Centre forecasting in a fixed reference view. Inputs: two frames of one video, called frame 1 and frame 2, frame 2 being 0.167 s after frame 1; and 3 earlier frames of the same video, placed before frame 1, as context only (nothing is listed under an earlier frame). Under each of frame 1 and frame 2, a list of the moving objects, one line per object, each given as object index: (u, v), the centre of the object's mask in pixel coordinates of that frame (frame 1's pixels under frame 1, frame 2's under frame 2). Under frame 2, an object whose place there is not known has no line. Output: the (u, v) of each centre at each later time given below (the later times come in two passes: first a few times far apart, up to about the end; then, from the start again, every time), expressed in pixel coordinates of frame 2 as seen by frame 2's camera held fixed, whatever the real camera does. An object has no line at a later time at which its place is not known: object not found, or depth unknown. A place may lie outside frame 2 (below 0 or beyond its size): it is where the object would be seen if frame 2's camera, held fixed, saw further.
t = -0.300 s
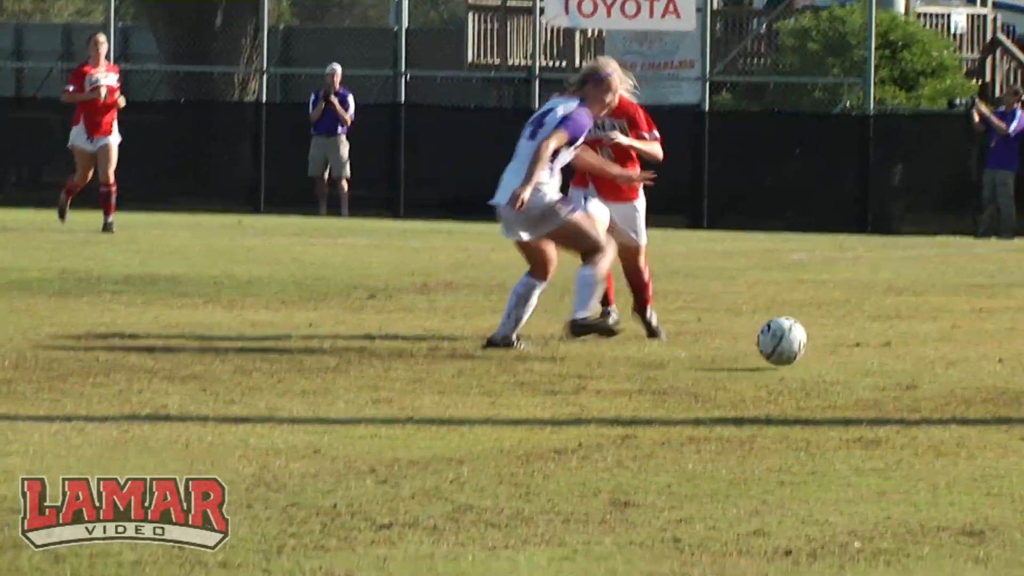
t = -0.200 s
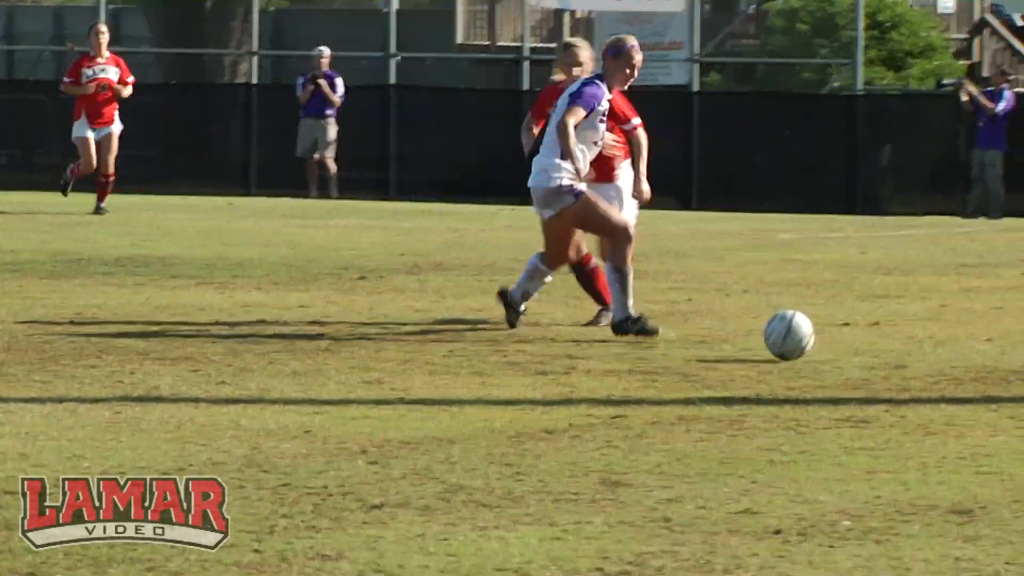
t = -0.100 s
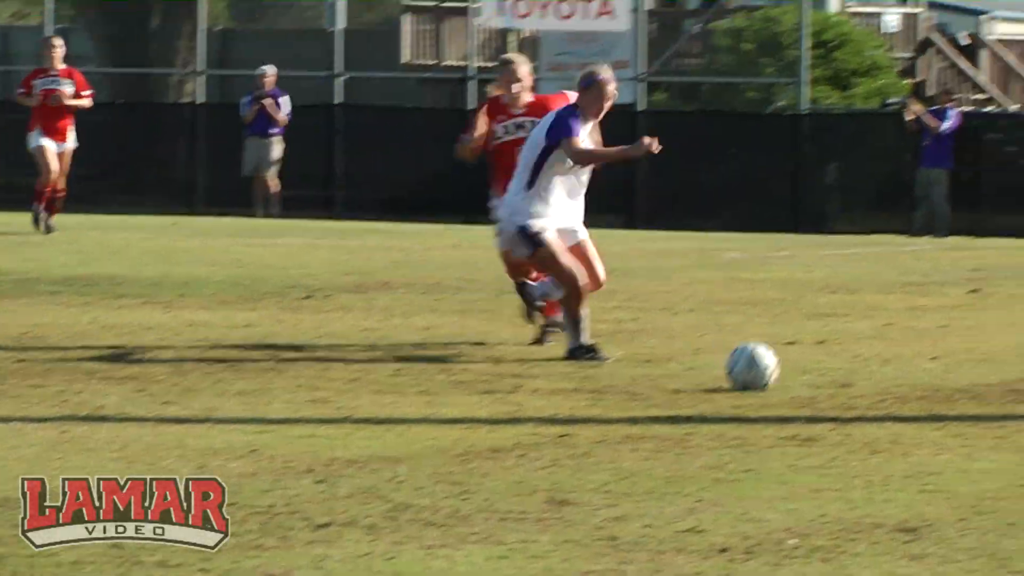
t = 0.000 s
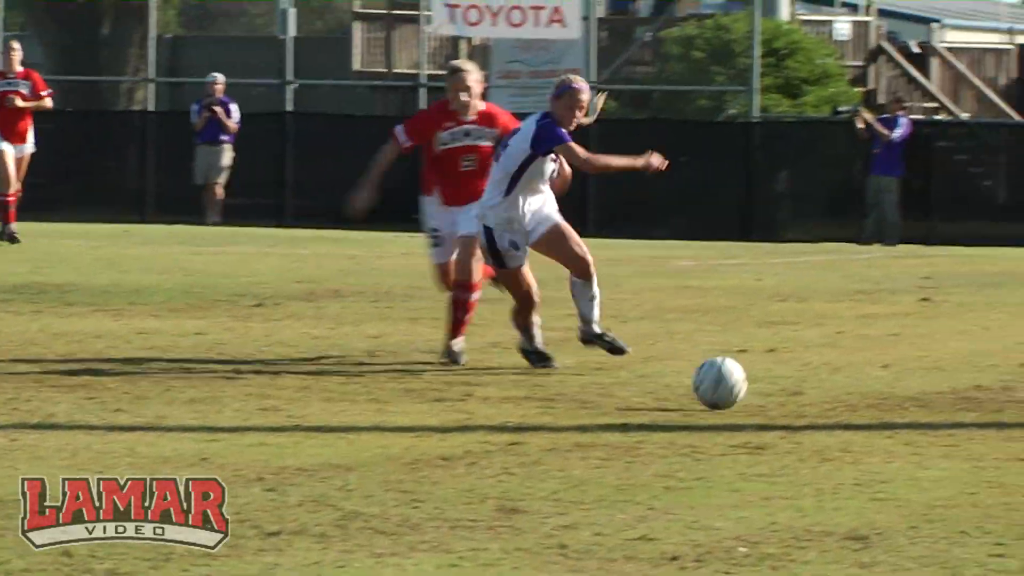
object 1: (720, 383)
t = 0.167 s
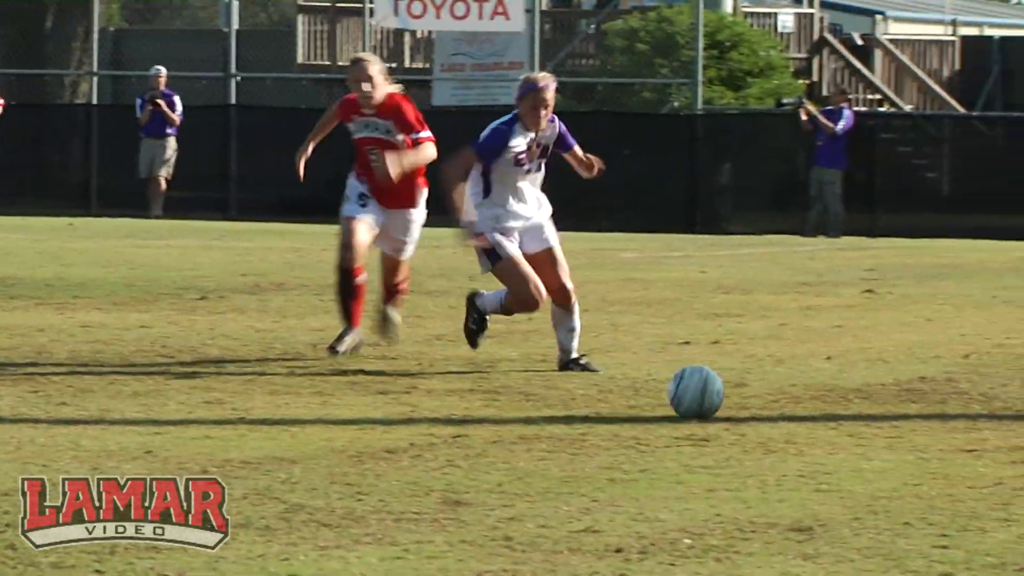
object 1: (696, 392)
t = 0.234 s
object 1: (710, 396)
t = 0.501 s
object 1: (762, 420)
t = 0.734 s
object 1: (813, 443)
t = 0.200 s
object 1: (703, 393)
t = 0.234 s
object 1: (710, 396)
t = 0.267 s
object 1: (716, 400)
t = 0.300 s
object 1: (723, 404)
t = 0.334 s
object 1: (730, 406)
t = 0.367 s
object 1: (736, 407)
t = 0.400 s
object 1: (743, 408)
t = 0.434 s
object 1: (749, 411)
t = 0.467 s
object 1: (755, 416)
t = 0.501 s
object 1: (762, 420)
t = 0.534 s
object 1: (768, 423)
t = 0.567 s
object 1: (775, 427)
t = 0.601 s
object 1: (782, 430)
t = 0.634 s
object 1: (790, 432)
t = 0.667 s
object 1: (797, 433)
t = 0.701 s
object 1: (805, 438)
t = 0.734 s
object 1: (813, 443)
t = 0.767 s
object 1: (821, 445)
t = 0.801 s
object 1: (828, 448)
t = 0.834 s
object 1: (836, 454)
